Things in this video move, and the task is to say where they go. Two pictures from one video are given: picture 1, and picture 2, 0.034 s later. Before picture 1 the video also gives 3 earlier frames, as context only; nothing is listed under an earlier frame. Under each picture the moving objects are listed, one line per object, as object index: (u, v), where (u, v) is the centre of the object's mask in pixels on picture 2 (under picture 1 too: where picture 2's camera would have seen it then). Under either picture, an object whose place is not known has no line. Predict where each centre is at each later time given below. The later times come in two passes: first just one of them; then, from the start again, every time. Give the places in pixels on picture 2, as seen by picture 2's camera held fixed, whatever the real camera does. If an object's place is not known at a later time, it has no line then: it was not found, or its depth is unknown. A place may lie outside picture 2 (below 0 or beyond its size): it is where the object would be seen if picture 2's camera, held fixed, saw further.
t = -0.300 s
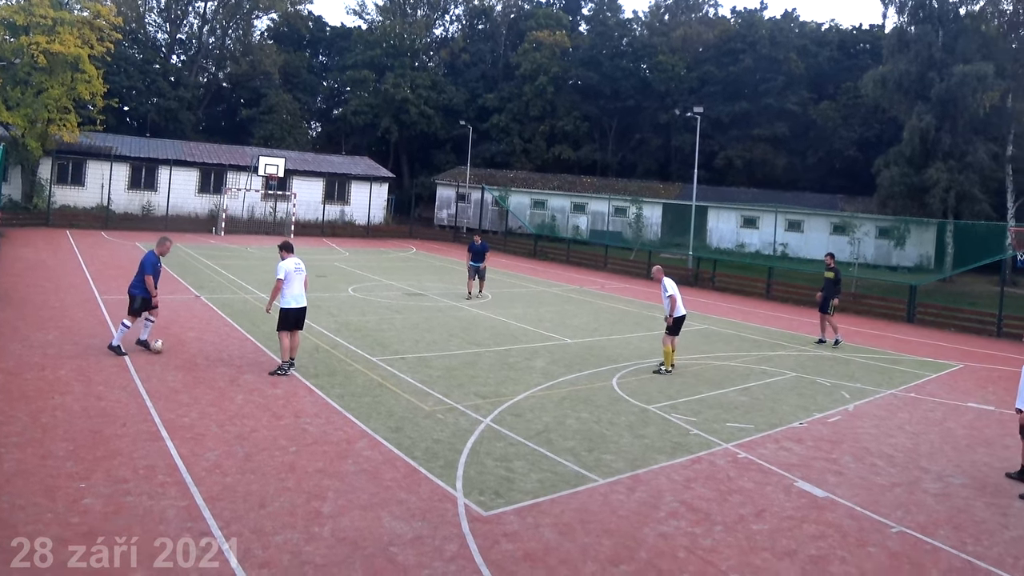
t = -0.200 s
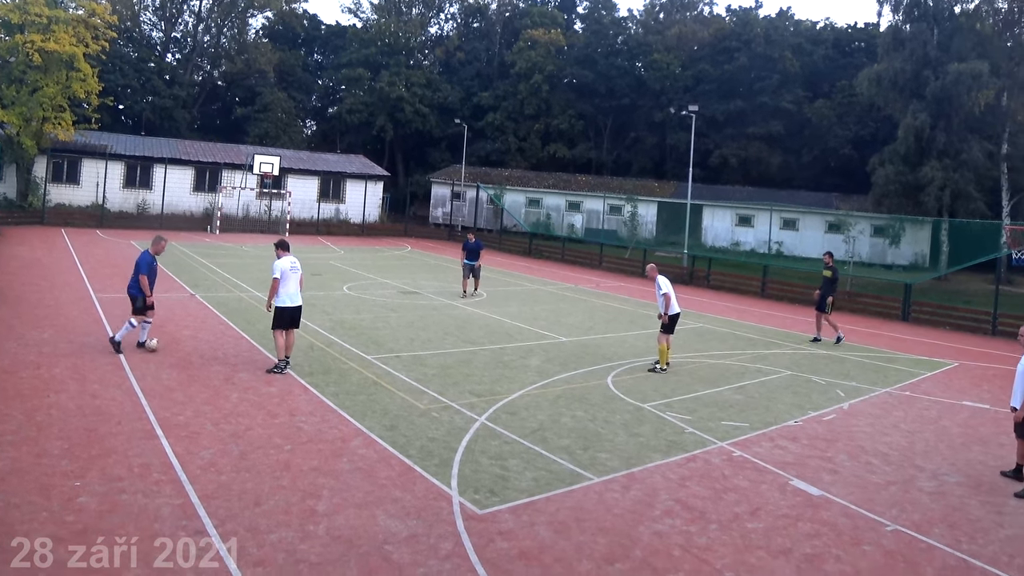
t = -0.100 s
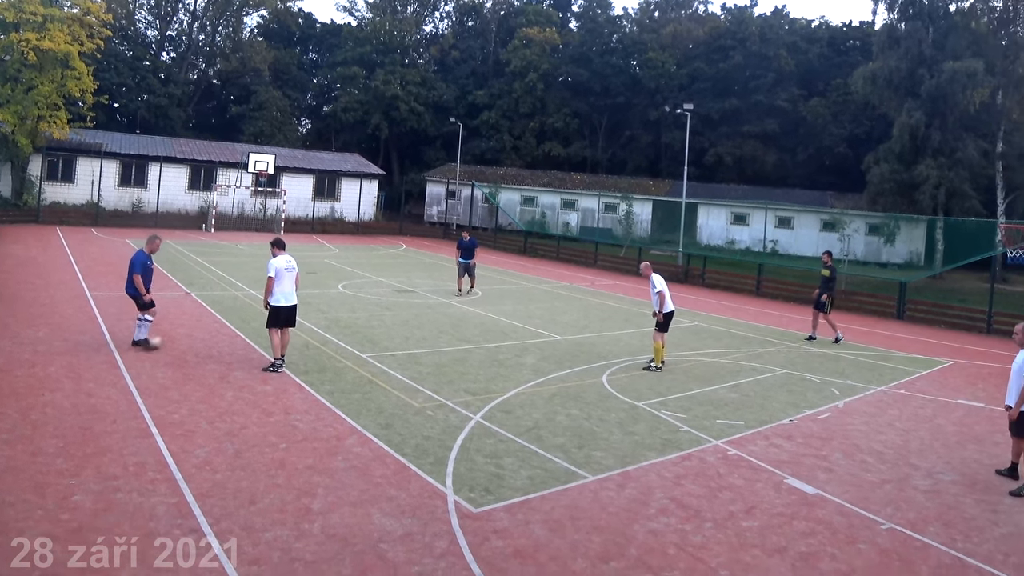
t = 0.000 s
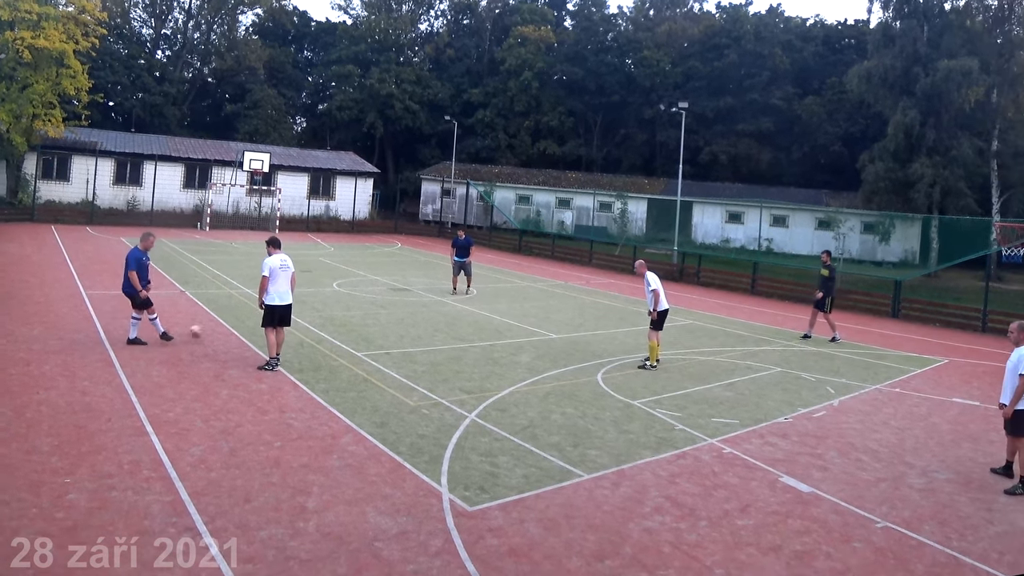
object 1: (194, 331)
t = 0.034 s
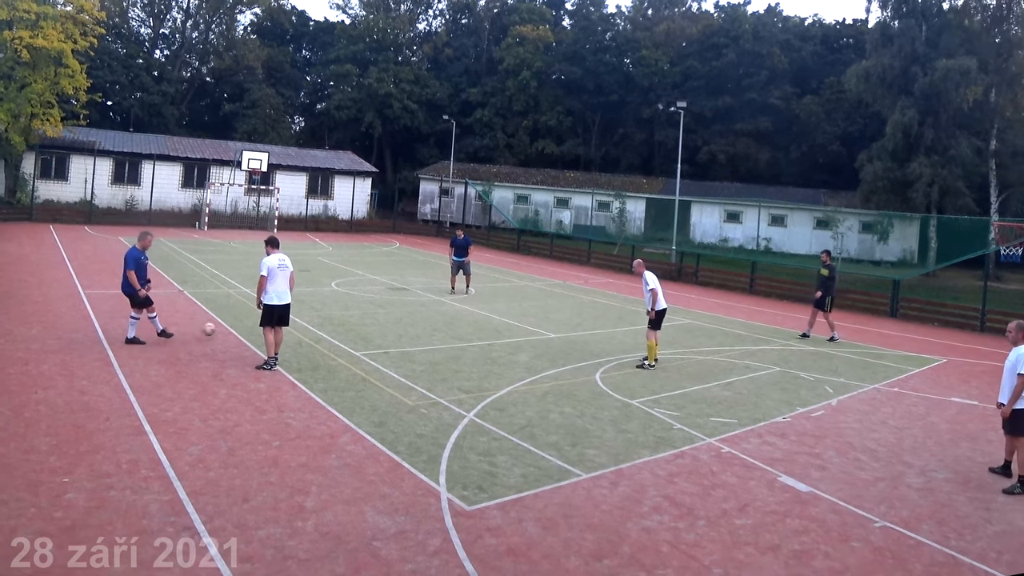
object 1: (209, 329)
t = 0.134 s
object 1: (248, 329)
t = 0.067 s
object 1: (222, 329)
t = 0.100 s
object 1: (235, 328)
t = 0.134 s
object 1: (248, 329)
